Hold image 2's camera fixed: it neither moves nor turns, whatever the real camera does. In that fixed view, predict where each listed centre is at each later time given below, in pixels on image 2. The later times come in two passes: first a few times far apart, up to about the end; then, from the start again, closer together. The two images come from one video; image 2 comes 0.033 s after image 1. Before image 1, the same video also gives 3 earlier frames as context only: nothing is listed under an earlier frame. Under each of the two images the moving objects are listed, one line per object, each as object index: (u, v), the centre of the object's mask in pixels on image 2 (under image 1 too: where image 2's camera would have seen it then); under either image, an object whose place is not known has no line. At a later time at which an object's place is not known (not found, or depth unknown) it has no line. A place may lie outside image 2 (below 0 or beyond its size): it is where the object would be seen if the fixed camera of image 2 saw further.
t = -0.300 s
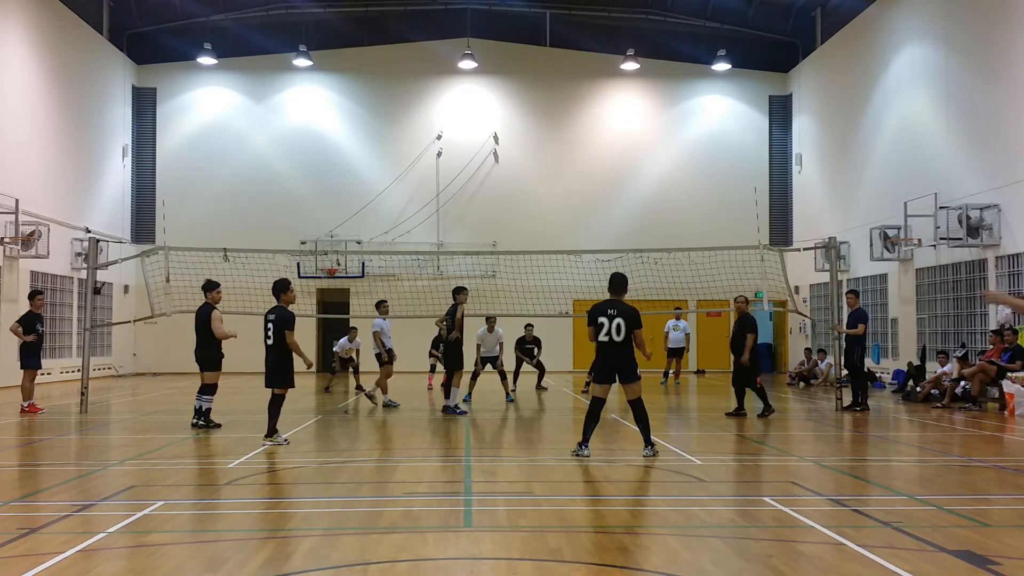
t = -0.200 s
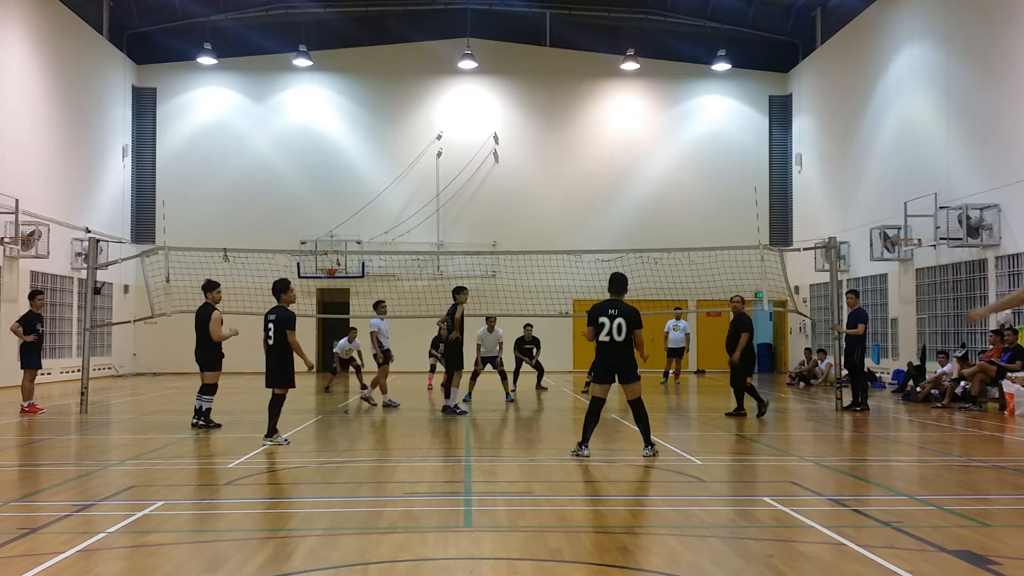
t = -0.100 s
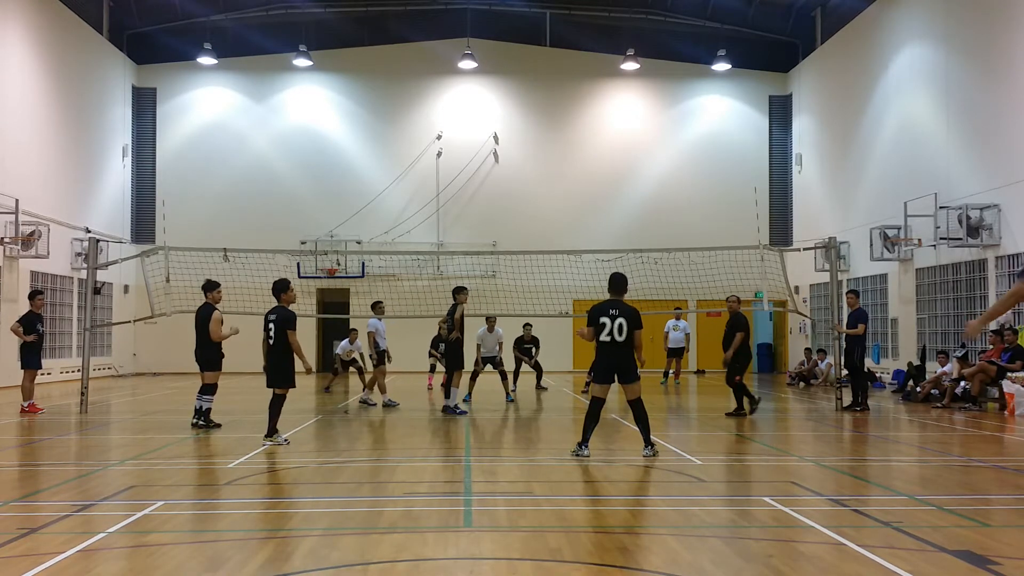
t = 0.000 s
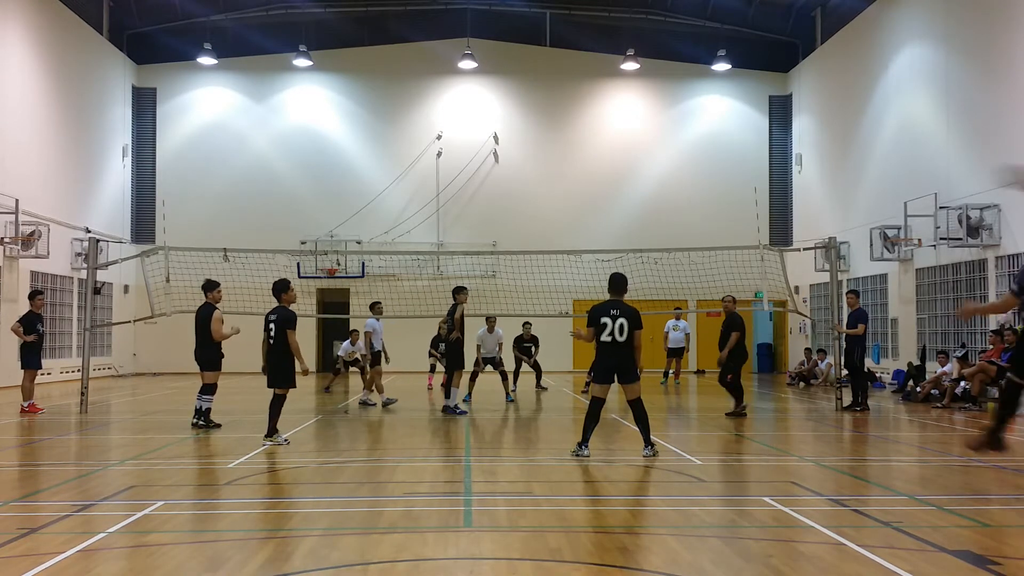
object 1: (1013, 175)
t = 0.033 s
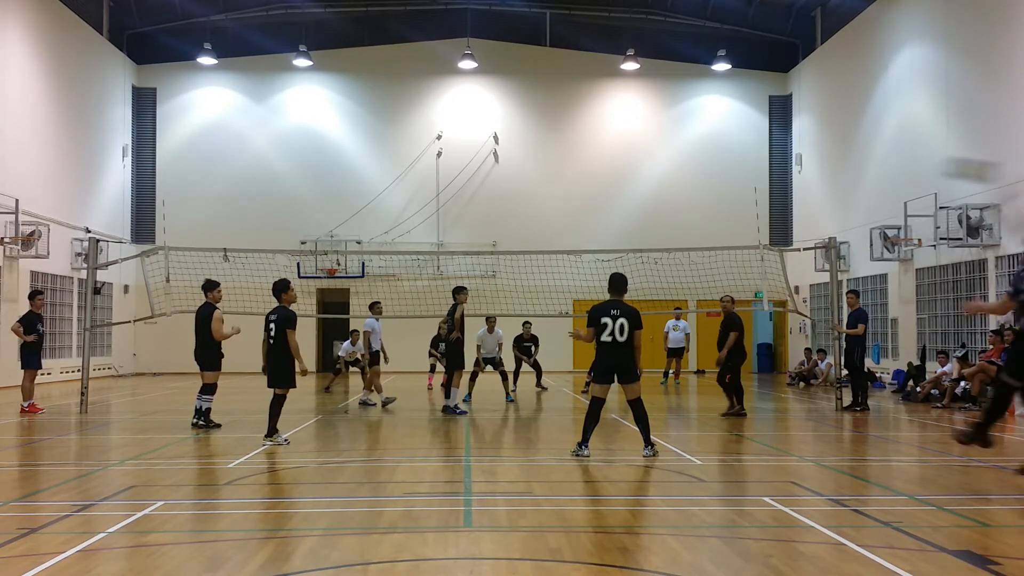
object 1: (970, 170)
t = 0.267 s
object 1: (700, 148)
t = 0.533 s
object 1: (548, 171)
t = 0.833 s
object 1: (455, 235)
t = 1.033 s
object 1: (420, 286)
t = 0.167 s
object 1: (787, 150)
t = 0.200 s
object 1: (754, 149)
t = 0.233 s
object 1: (725, 148)
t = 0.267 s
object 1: (700, 148)
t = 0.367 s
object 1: (630, 151)
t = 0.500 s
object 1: (563, 165)
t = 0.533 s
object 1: (548, 171)
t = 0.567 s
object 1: (536, 177)
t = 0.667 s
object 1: (501, 196)
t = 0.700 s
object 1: (491, 203)
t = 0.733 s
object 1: (481, 211)
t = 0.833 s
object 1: (455, 235)
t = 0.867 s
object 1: (449, 242)
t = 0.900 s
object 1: (443, 247)
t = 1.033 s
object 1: (420, 286)
